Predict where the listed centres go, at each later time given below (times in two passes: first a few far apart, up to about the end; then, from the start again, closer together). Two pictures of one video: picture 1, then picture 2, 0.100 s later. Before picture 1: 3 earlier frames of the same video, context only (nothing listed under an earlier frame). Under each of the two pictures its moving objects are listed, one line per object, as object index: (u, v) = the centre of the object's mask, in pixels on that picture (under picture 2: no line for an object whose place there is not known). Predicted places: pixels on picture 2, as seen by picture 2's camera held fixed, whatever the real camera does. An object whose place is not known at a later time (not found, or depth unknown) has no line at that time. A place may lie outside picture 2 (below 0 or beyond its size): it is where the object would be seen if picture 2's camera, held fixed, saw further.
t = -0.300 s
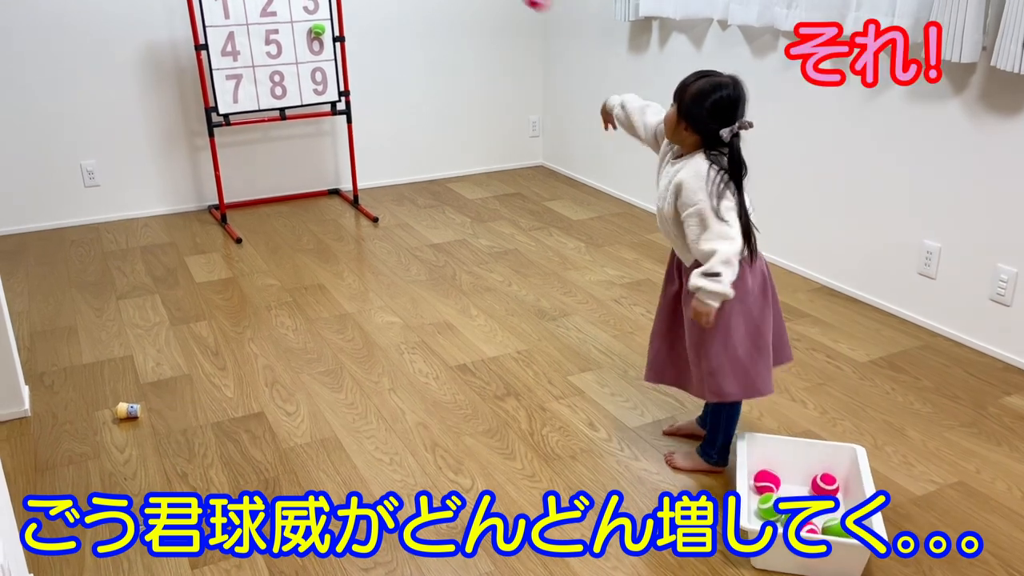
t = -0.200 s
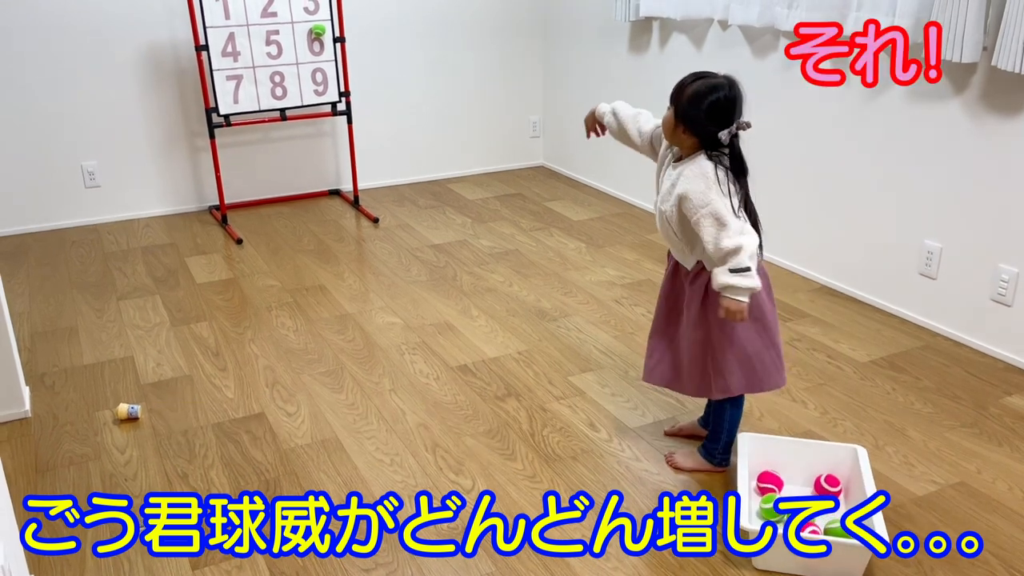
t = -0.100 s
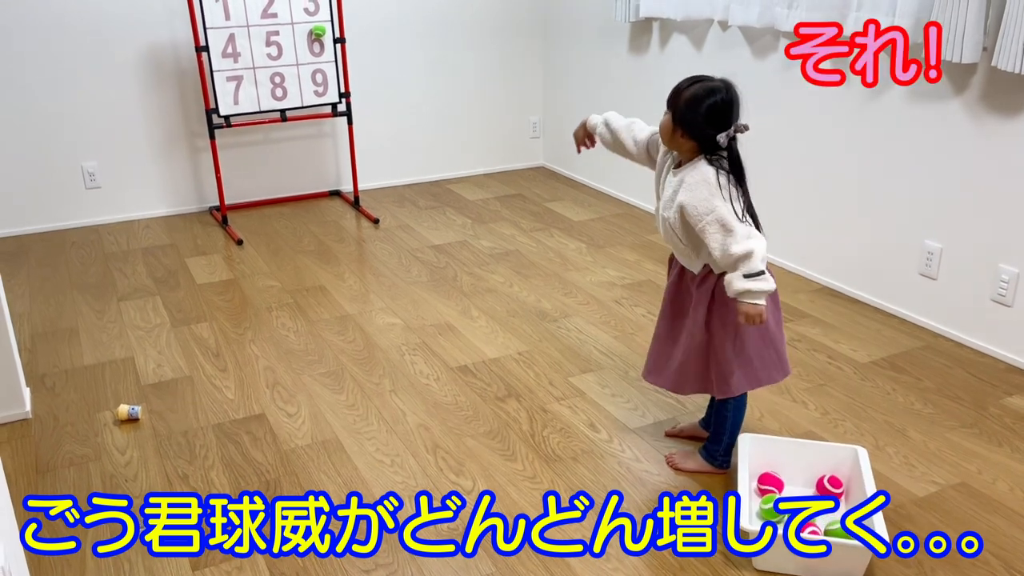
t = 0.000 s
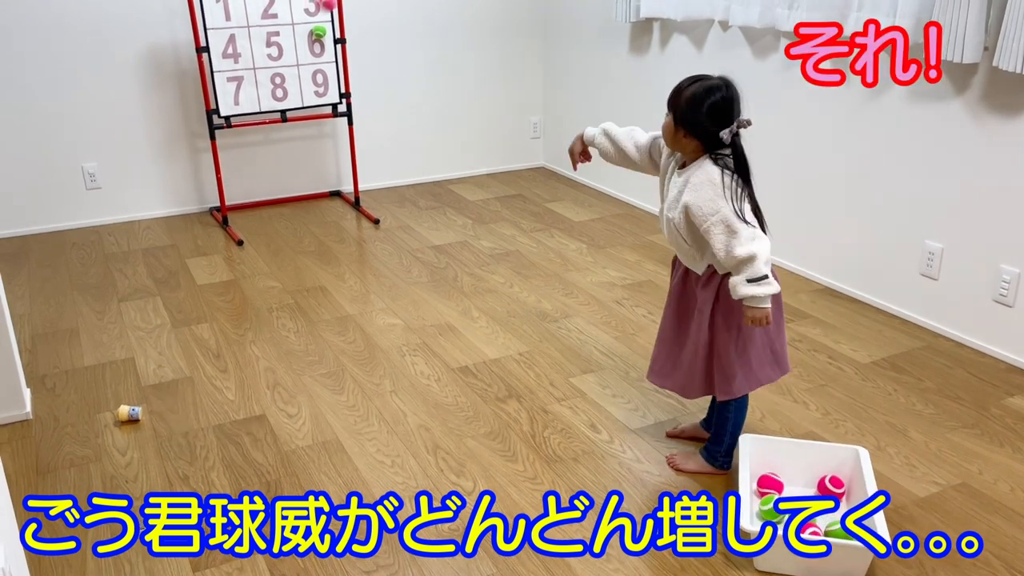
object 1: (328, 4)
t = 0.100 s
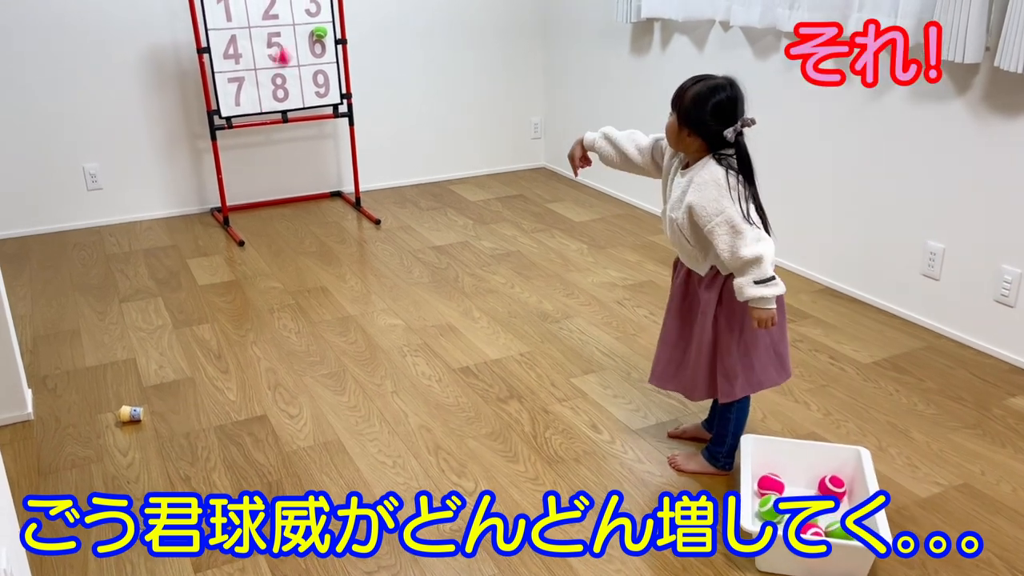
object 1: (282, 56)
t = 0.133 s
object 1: (268, 80)
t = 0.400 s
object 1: (194, 201)
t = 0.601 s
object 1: (151, 143)
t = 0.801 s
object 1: (141, 152)
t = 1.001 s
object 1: (153, 232)
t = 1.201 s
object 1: (141, 212)
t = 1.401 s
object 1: (135, 242)
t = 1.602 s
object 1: (125, 259)
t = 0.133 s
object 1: (268, 80)
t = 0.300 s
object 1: (218, 207)
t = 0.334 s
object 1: (211, 235)
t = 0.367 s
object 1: (202, 220)
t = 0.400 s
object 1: (194, 201)
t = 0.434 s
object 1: (186, 186)
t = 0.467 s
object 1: (177, 173)
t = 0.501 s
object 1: (171, 161)
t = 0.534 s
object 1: (164, 152)
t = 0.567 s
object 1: (157, 146)
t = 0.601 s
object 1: (151, 143)
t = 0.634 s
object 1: (144, 141)
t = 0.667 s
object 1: (140, 142)
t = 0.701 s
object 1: (139, 141)
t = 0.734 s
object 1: (140, 142)
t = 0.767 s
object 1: (140, 145)
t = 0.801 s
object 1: (141, 152)
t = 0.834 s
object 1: (142, 160)
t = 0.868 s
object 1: (144, 171)
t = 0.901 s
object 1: (145, 184)
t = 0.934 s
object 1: (148, 199)
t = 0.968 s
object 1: (151, 217)
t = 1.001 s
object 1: (153, 232)
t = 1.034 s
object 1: (151, 224)
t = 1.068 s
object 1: (147, 217)
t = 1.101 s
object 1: (145, 212)
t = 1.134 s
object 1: (143, 210)
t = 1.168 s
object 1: (142, 210)
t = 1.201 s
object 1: (141, 212)
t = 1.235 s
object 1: (140, 217)
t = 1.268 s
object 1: (140, 224)
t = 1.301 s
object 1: (140, 233)
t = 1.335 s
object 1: (140, 245)
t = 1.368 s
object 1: (138, 245)
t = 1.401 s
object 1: (135, 242)
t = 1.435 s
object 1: (133, 242)
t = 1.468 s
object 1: (131, 244)
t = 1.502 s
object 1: (130, 248)
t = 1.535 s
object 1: (129, 254)
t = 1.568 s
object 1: (127, 260)
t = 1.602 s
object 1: (125, 259)
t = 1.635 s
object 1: (123, 261)
